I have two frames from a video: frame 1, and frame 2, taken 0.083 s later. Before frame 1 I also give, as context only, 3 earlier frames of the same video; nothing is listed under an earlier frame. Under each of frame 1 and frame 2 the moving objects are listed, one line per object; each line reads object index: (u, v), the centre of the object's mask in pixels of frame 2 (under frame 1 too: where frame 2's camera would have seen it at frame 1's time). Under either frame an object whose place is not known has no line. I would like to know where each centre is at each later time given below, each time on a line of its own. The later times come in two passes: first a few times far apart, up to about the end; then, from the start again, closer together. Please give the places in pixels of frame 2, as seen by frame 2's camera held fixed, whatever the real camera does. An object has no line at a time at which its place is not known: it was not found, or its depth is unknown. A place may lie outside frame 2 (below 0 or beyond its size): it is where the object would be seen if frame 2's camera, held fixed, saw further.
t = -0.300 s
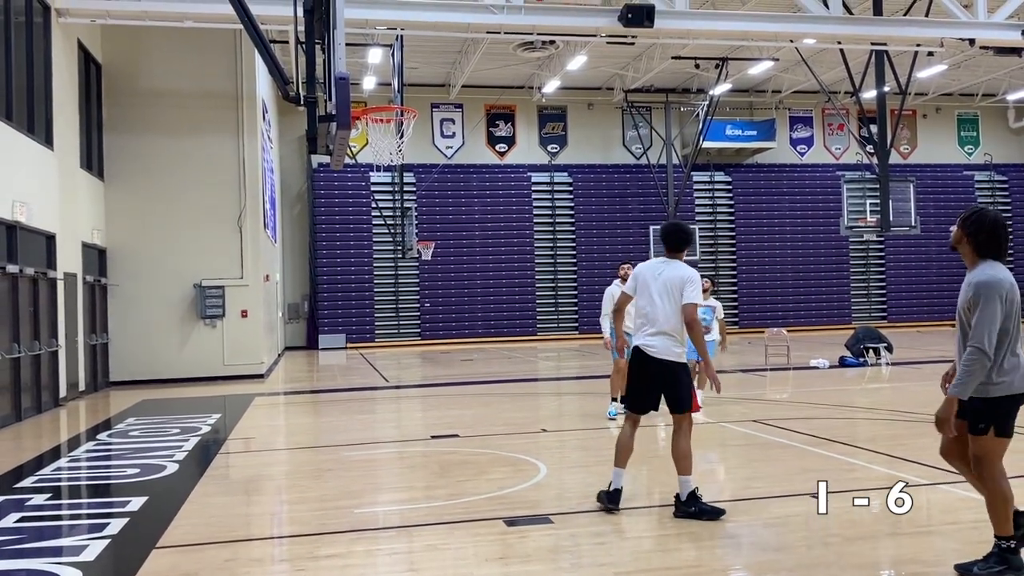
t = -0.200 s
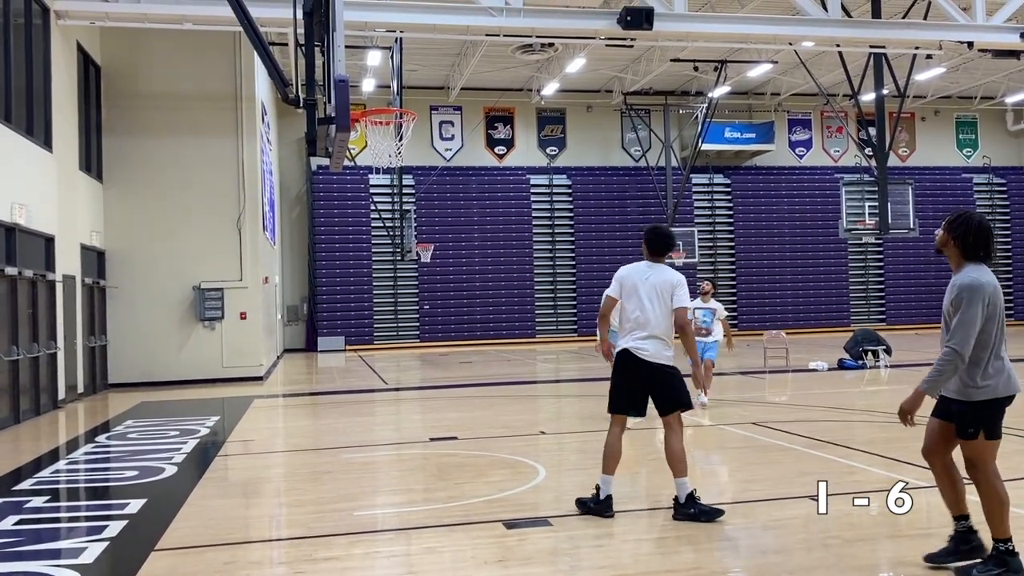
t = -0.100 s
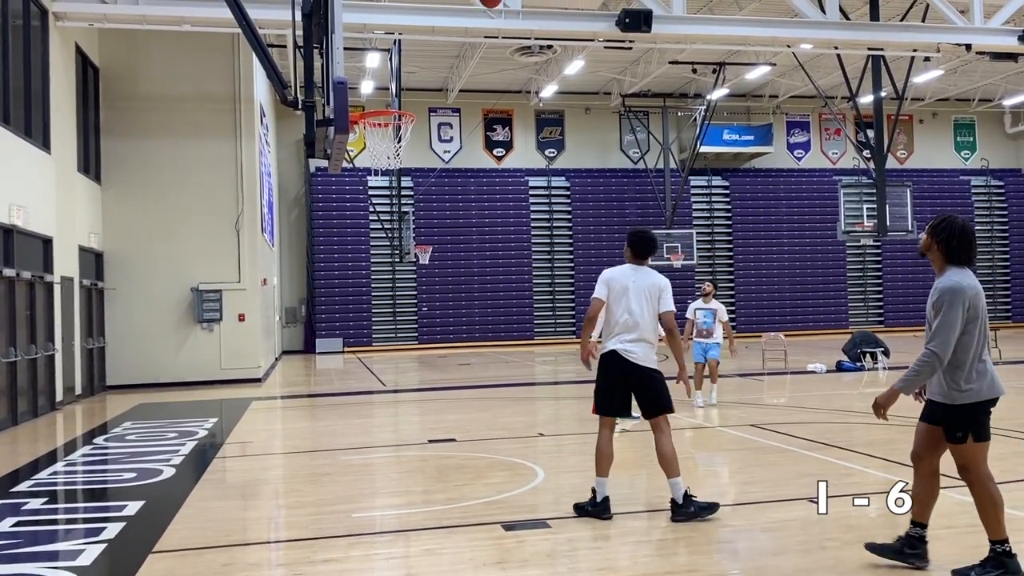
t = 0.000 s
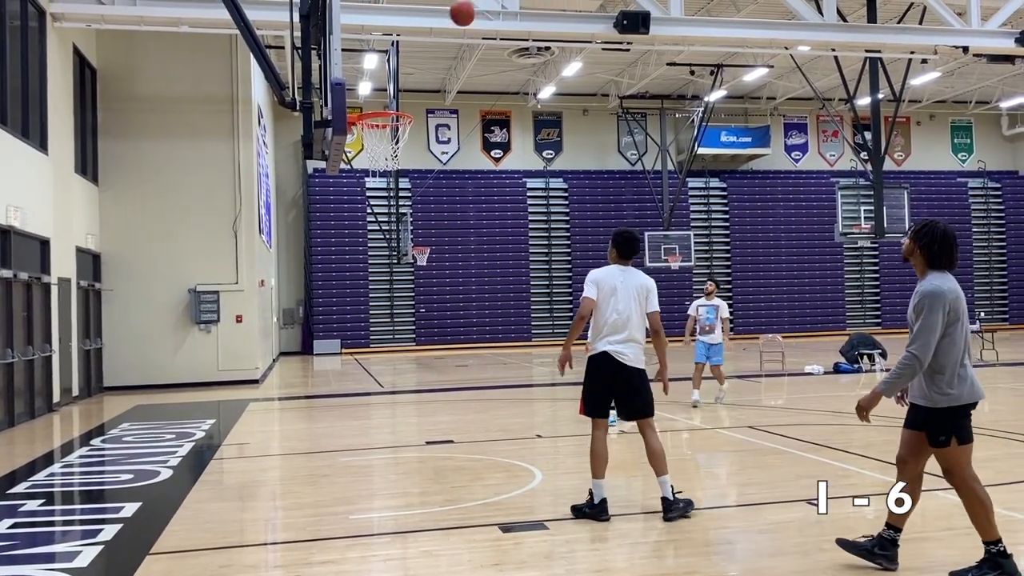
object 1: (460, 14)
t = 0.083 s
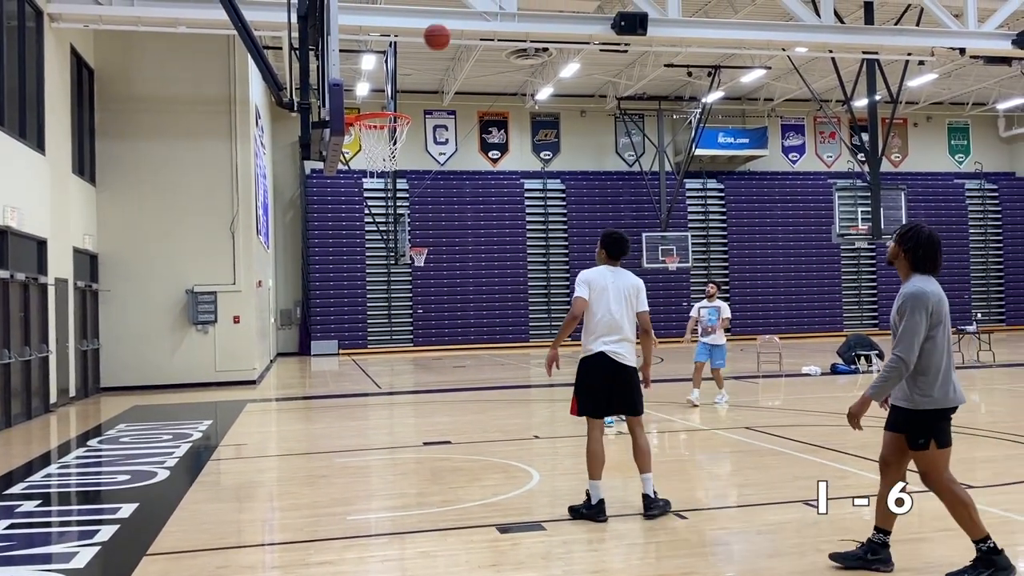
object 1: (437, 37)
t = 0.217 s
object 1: (398, 91)
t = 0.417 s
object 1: (361, 164)
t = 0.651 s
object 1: (345, 254)
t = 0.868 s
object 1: (329, 399)
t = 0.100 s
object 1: (432, 43)
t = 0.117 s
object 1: (427, 48)
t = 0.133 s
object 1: (423, 55)
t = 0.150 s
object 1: (418, 61)
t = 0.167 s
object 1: (413, 68)
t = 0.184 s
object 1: (408, 76)
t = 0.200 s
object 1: (403, 83)
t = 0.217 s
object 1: (398, 91)
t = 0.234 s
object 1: (393, 100)
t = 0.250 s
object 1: (388, 104)
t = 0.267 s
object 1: (380, 123)
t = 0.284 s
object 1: (377, 129)
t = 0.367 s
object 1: (365, 154)
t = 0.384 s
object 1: (363, 156)
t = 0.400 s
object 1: (362, 161)
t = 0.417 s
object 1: (361, 164)
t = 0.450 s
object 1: (359, 173)
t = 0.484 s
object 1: (357, 183)
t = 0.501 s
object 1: (355, 189)
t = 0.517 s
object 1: (354, 195)
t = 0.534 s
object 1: (353, 202)
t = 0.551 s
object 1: (352, 208)
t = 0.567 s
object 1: (351, 215)
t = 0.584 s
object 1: (350, 222)
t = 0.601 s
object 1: (348, 229)
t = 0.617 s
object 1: (347, 237)
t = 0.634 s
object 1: (346, 246)
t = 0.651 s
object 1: (345, 254)
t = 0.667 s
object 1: (343, 263)
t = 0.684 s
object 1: (342, 272)
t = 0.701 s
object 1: (341, 282)
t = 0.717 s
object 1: (339, 292)
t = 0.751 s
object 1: (337, 313)
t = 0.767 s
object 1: (336, 324)
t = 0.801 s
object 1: (333, 348)
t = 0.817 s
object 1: (332, 360)
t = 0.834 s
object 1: (330, 373)
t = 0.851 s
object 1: (330, 385)
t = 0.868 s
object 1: (329, 399)
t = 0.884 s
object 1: (328, 413)
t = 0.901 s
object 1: (327, 428)
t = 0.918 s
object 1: (325, 442)
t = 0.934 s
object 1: (324, 457)
